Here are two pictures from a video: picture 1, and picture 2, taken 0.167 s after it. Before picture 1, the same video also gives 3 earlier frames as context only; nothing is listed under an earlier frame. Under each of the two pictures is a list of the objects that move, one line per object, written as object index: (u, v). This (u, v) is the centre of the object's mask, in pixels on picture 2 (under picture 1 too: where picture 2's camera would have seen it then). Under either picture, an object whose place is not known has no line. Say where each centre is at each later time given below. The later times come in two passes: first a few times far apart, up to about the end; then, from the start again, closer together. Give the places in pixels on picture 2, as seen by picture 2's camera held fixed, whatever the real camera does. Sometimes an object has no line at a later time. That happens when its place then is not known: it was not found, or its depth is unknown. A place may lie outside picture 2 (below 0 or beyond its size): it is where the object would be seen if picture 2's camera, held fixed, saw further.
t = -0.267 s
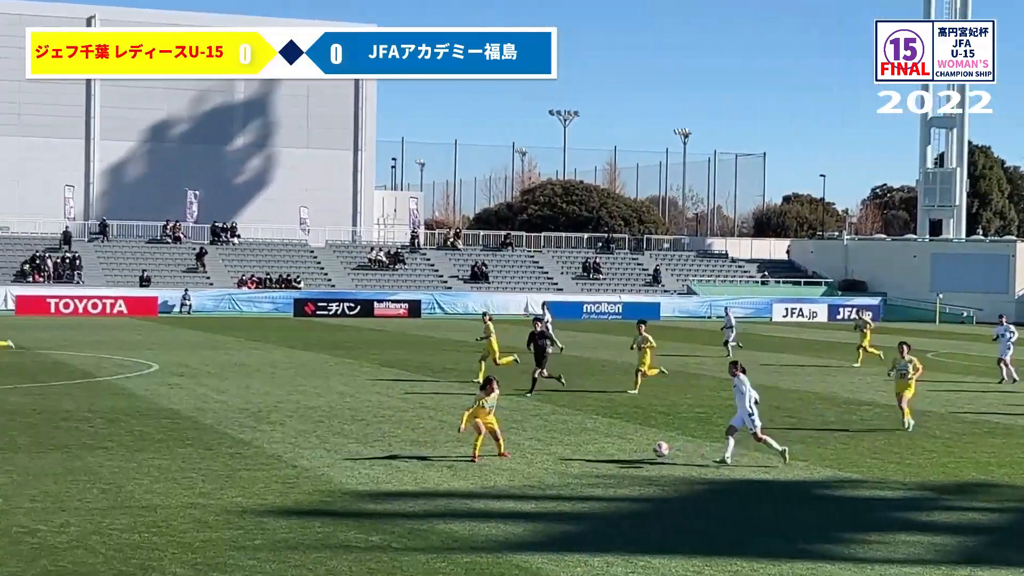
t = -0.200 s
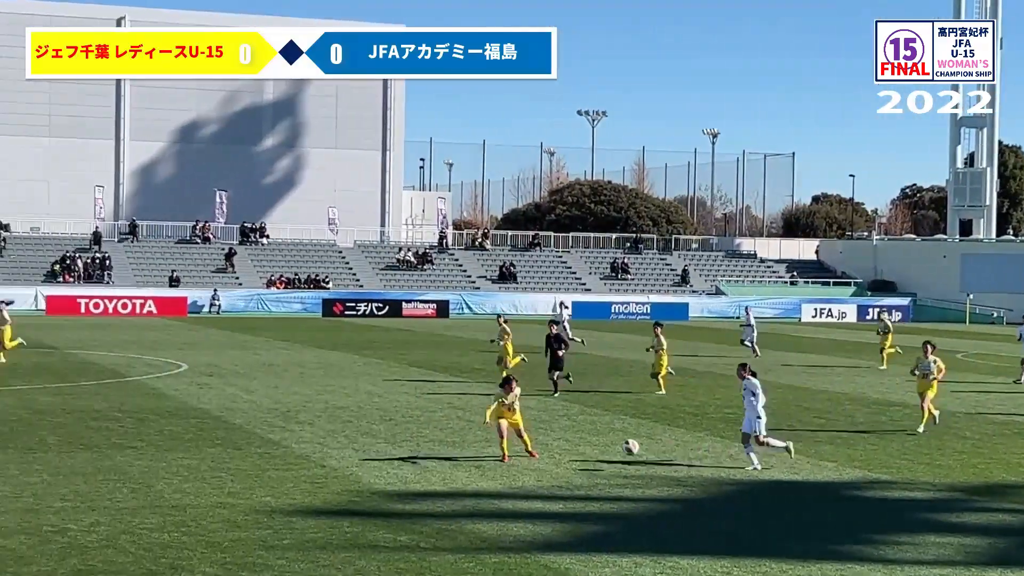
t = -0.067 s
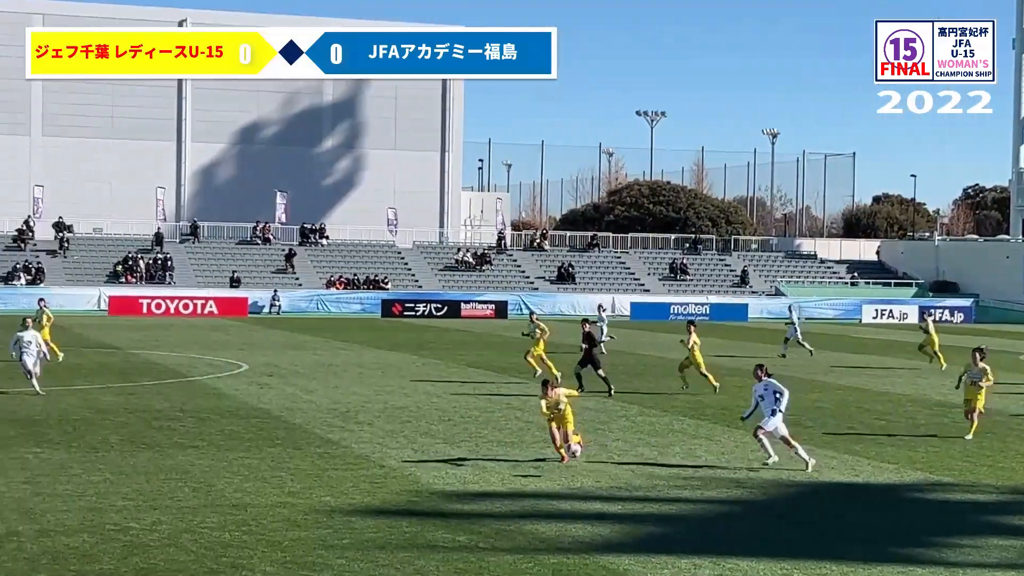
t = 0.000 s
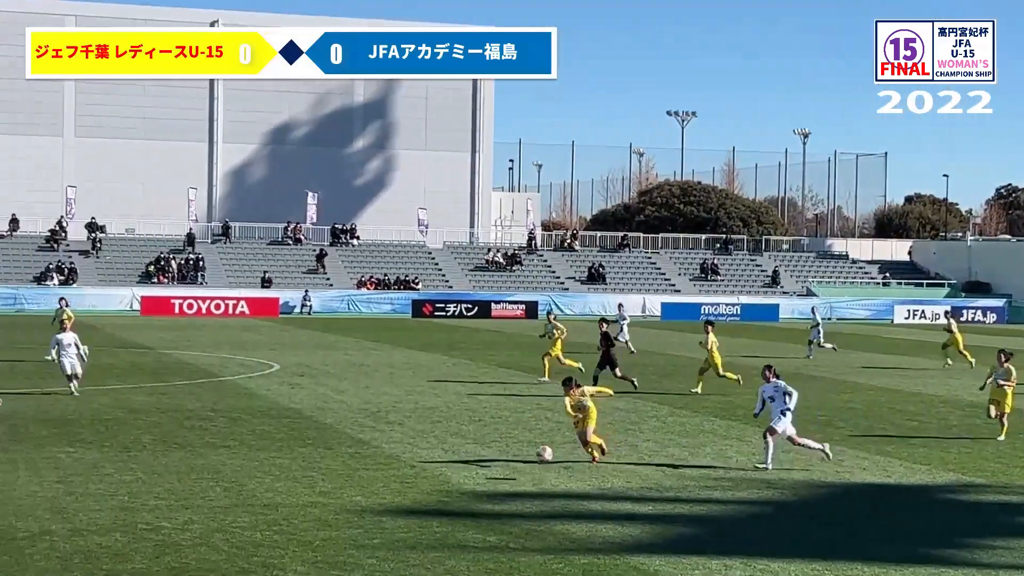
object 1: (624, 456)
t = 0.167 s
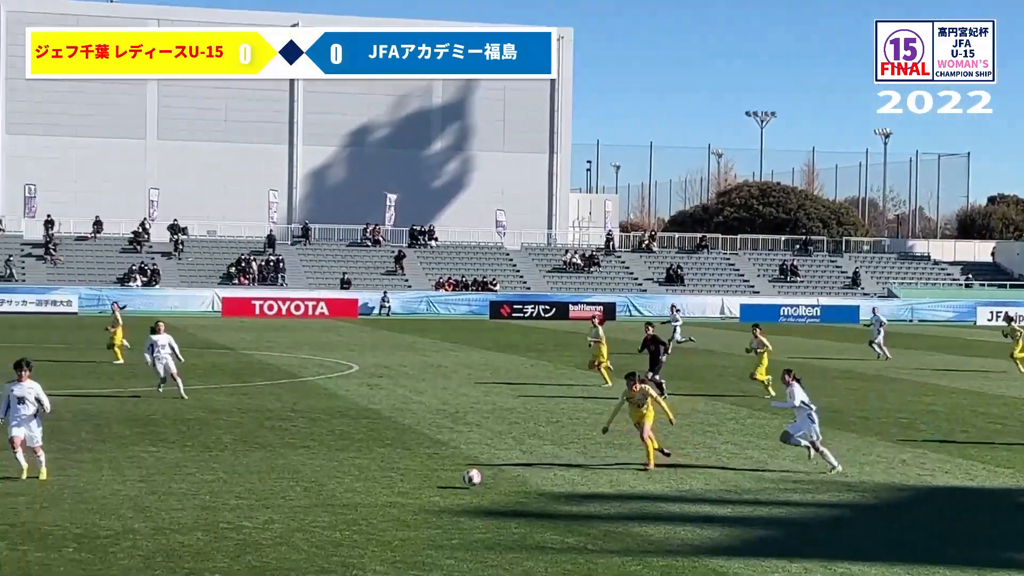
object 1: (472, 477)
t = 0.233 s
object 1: (419, 479)
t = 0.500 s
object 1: (236, 486)
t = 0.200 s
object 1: (442, 483)
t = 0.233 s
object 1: (419, 479)
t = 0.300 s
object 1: (375, 475)
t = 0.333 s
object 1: (353, 474)
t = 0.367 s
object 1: (329, 474)
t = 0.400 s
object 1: (306, 475)
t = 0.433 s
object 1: (283, 478)
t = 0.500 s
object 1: (236, 486)
